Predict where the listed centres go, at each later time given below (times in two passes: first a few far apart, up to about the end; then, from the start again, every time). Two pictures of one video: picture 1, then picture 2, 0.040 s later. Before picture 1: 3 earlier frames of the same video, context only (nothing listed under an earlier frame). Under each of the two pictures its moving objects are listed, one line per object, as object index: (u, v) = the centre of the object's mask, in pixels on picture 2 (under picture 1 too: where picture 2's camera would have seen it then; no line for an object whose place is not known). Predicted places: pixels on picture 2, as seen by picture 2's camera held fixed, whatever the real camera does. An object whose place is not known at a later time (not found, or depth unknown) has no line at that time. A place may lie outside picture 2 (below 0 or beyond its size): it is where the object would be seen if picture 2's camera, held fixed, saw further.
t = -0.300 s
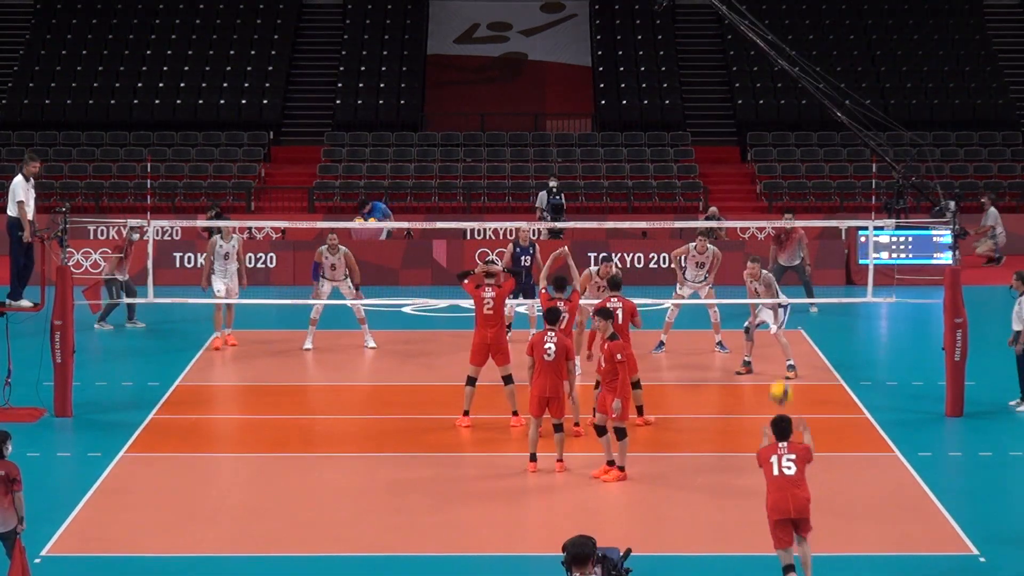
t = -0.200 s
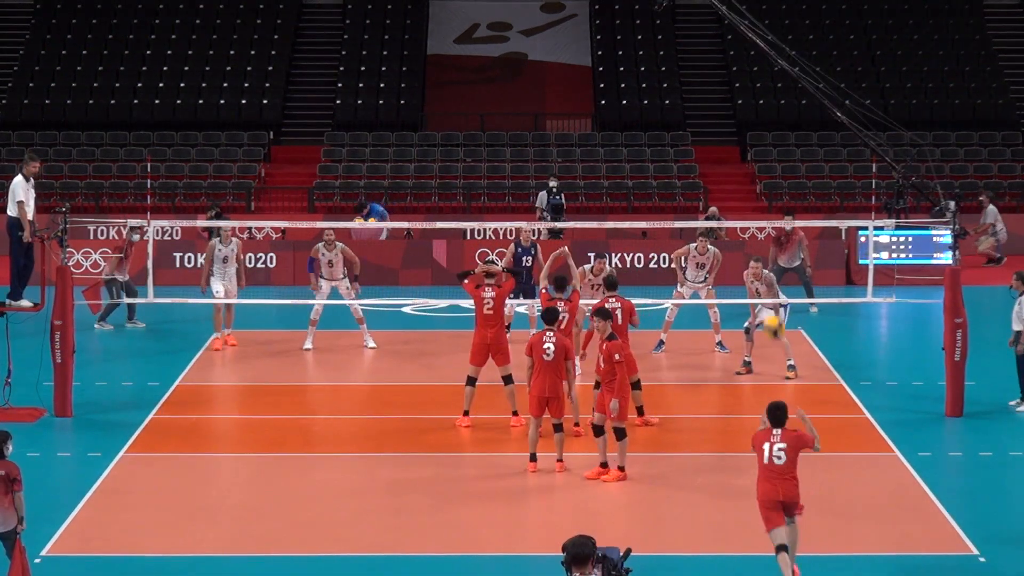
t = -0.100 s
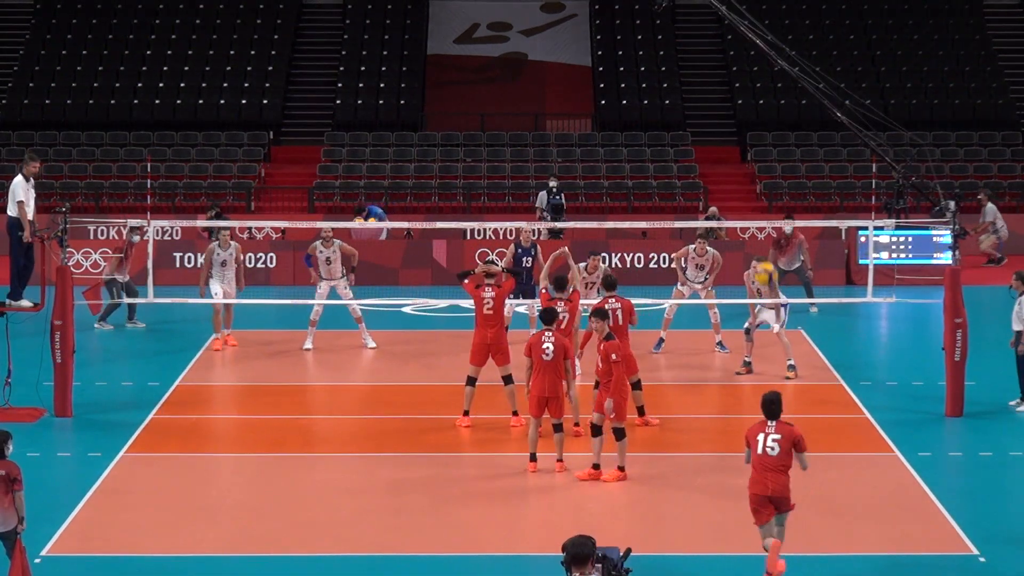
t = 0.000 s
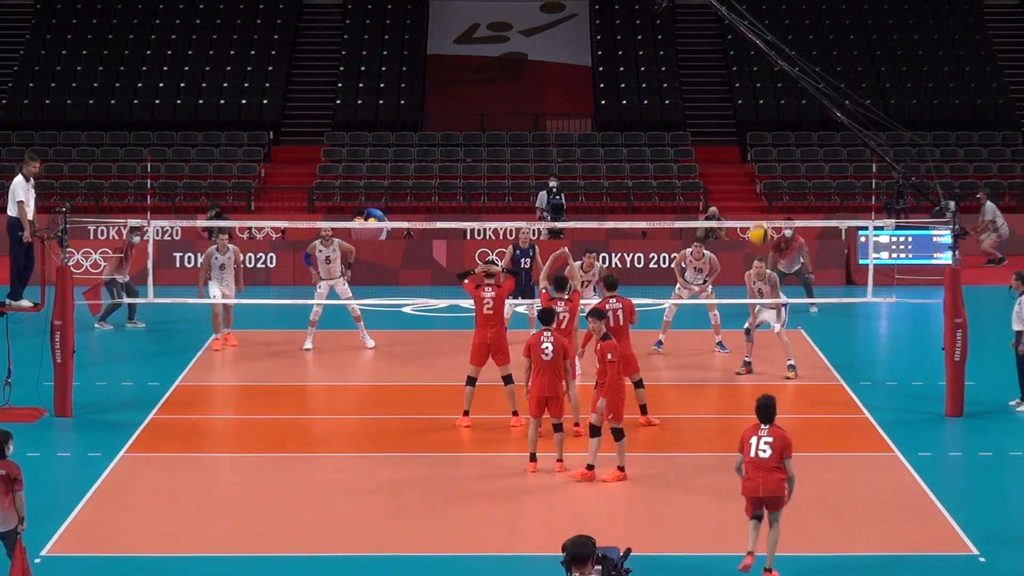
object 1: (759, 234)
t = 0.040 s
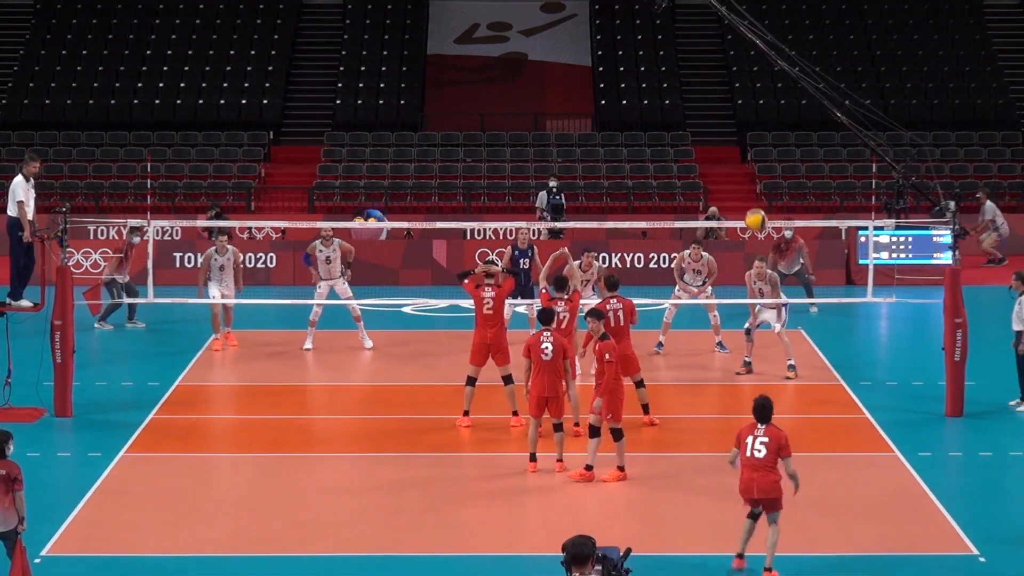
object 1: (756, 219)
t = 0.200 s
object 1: (744, 186)
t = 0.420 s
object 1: (728, 183)
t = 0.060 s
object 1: (754, 212)
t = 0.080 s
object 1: (753, 207)
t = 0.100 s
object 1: (751, 203)
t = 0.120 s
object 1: (750, 199)
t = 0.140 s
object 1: (748, 195)
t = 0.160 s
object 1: (747, 191)
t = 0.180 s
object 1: (745, 189)
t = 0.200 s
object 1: (744, 186)
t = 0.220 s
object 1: (742, 184)
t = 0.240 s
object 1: (741, 182)
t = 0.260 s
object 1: (739, 180)
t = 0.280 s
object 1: (738, 179)
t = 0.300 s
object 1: (736, 179)
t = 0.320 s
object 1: (735, 178)
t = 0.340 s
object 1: (733, 179)
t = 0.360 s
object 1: (732, 179)
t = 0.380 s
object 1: (730, 180)
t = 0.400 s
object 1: (729, 181)
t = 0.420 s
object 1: (728, 183)
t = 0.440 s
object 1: (726, 185)
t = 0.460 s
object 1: (724, 188)
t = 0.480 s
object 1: (723, 191)
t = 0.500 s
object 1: (722, 194)
